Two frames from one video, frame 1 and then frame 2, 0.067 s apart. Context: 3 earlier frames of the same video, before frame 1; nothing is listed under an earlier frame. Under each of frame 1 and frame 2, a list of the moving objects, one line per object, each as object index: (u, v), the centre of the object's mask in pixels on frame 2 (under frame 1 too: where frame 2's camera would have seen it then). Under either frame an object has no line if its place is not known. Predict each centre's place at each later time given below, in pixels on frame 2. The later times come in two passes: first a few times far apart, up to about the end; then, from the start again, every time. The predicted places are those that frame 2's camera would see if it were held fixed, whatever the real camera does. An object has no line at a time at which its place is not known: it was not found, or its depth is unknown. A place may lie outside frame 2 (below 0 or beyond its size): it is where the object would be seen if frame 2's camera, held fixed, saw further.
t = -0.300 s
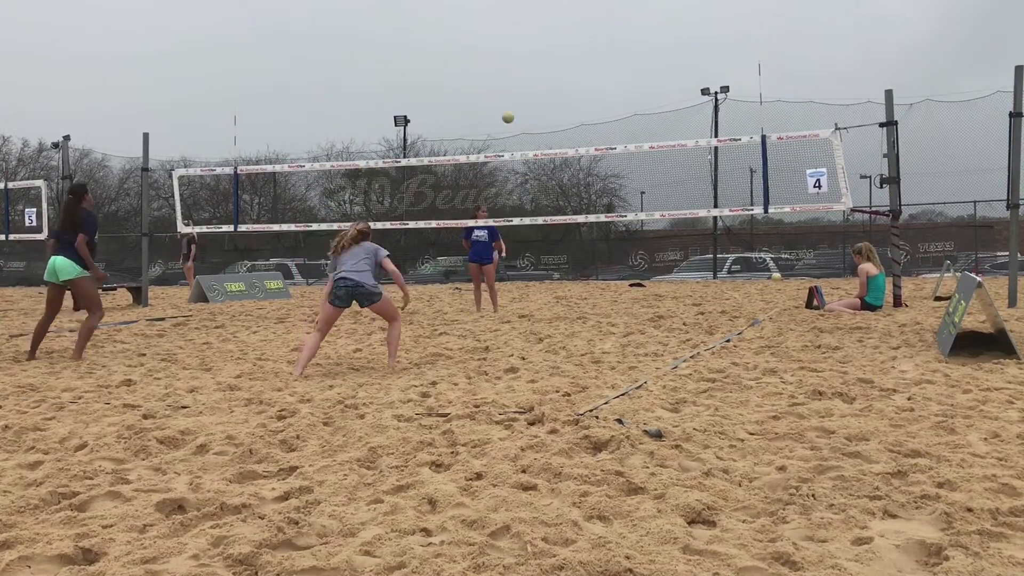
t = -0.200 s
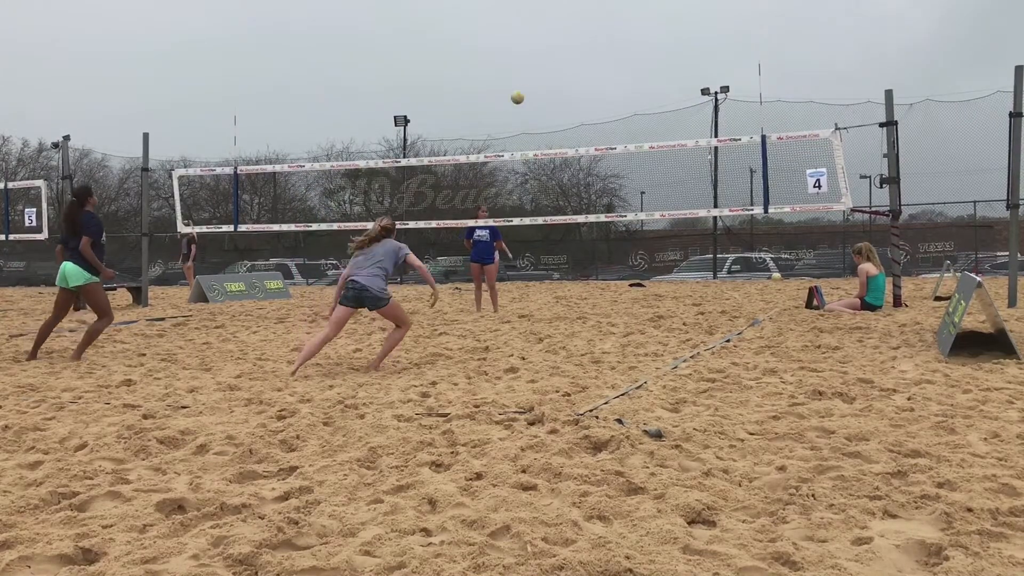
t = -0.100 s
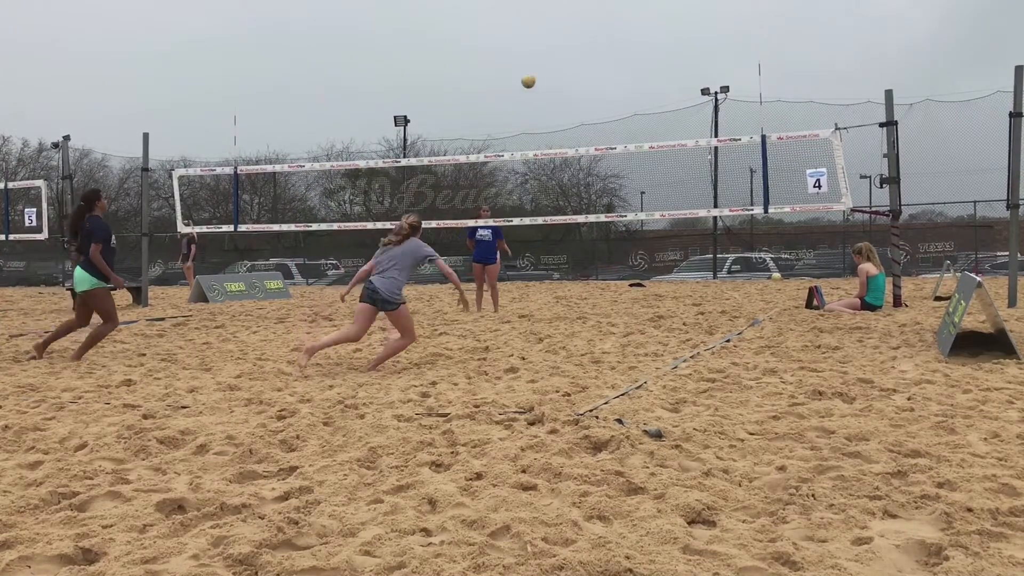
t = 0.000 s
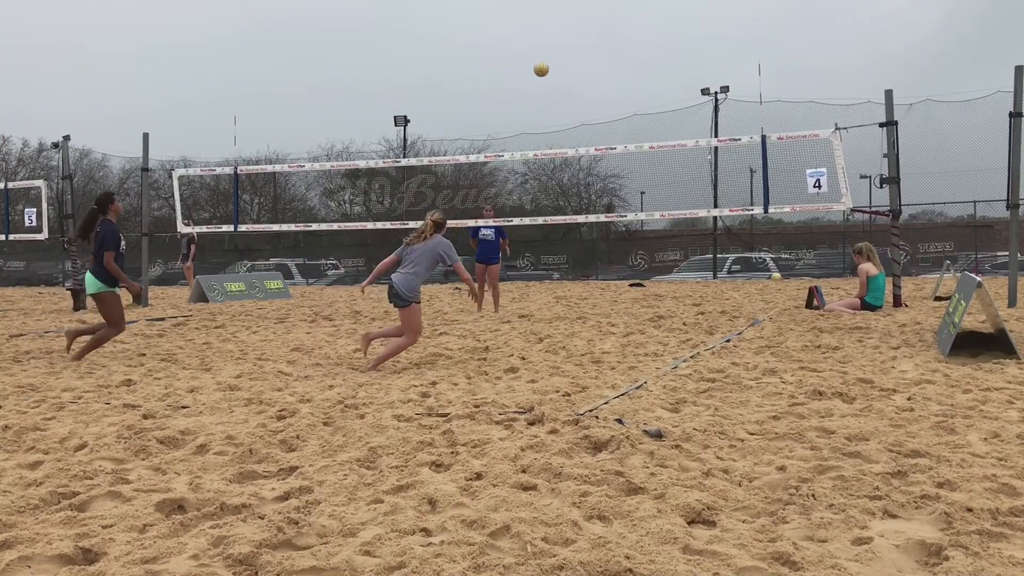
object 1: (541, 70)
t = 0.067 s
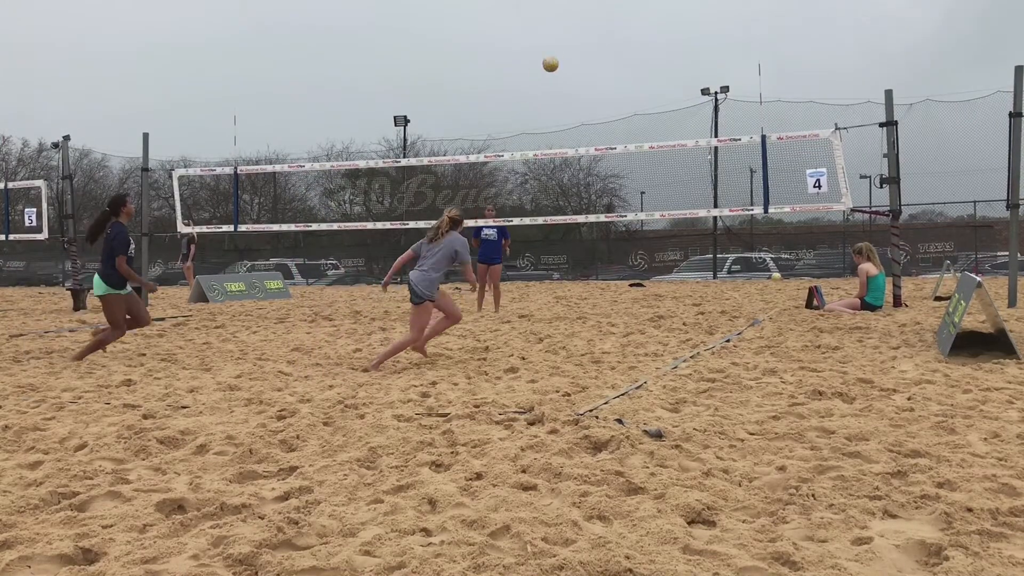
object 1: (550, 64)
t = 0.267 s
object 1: (585, 66)
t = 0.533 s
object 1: (655, 144)
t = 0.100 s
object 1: (555, 62)
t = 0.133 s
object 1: (561, 62)
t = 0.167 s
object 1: (566, 61)
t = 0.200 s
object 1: (572, 63)
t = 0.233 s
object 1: (579, 64)
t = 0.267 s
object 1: (585, 66)
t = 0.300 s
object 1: (592, 71)
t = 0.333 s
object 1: (599, 77)
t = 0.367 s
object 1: (607, 83)
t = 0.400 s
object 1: (616, 92)
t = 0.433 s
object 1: (624, 102)
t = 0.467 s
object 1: (634, 114)
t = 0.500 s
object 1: (644, 128)
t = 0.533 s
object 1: (655, 144)
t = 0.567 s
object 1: (667, 164)
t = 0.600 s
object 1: (680, 186)
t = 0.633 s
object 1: (695, 213)
